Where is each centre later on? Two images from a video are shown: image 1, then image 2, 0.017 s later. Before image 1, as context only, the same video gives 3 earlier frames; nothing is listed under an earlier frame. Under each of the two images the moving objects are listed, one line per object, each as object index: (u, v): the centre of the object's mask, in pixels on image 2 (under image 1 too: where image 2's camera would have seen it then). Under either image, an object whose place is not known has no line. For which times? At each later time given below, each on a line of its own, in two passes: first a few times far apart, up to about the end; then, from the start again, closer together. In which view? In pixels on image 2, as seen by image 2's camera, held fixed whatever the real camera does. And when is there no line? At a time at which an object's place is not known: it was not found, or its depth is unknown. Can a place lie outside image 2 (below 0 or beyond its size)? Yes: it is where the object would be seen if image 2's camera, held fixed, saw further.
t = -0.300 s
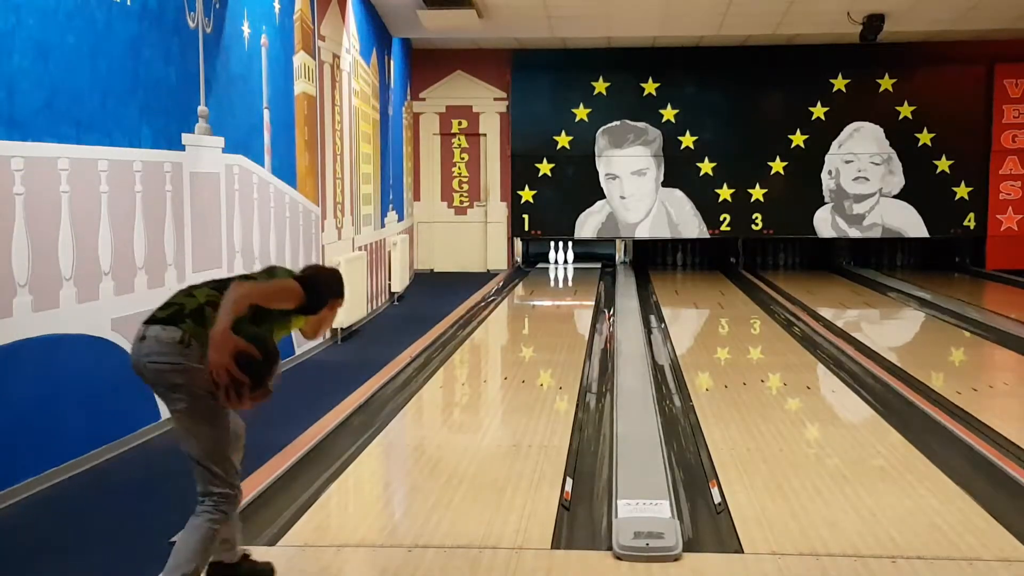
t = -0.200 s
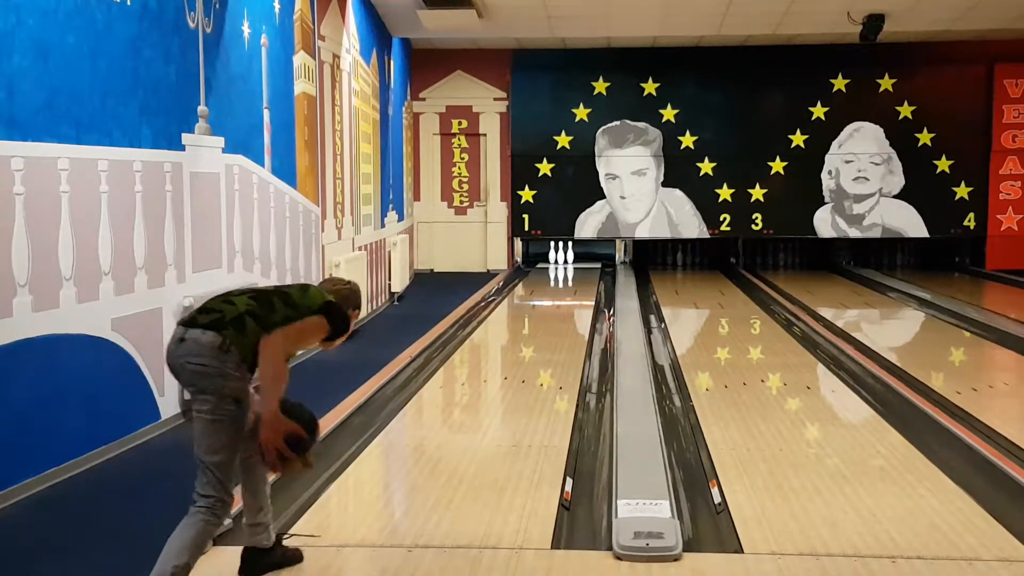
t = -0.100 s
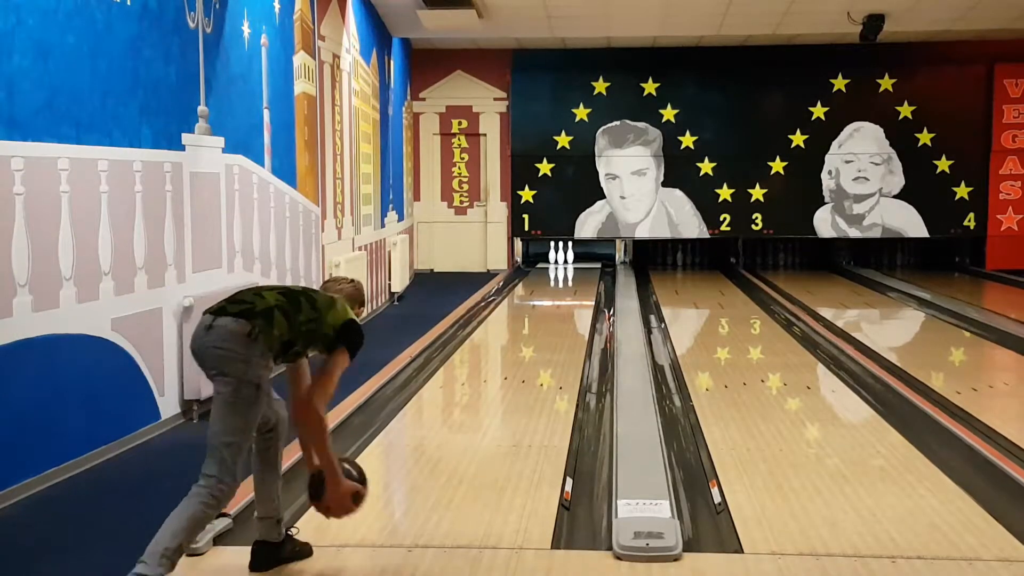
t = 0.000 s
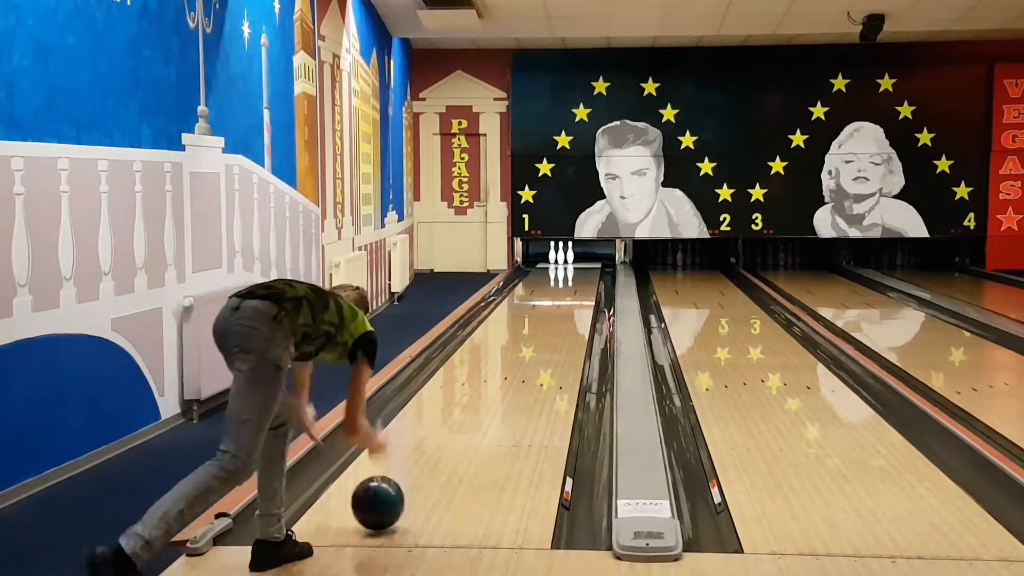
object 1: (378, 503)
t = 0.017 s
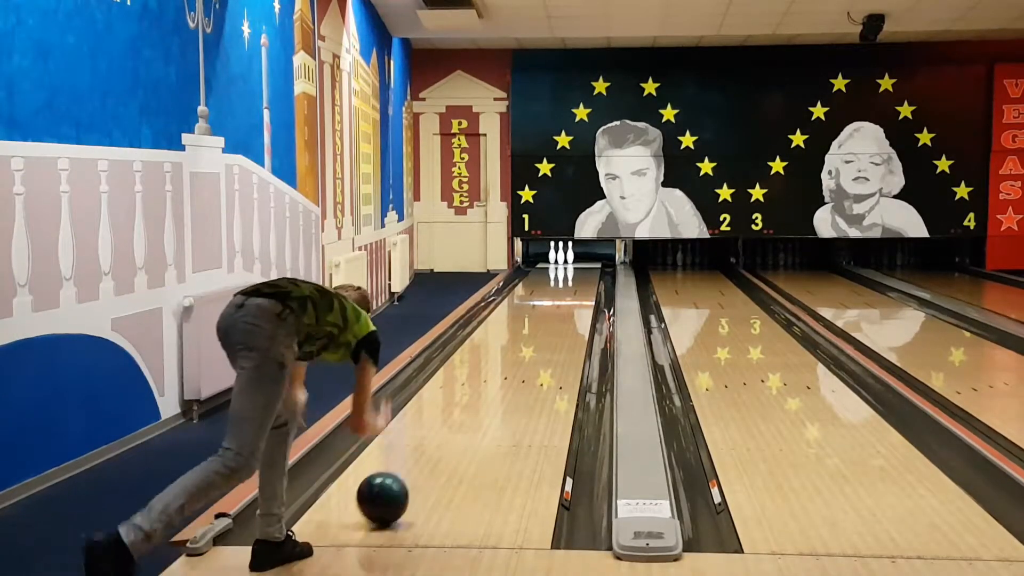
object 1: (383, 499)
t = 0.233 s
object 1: (434, 442)
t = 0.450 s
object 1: (470, 402)
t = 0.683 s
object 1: (497, 371)
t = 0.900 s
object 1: (515, 349)
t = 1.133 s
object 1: (530, 331)
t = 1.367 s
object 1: (541, 316)
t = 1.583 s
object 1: (550, 305)
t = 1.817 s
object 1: (556, 295)
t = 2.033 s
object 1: (562, 287)
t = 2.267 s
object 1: (566, 279)
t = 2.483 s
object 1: (566, 273)
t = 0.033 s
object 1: (387, 491)
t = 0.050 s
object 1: (392, 485)
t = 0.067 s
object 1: (396, 480)
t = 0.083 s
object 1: (401, 476)
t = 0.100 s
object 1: (405, 473)
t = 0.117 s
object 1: (409, 470)
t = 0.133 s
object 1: (413, 465)
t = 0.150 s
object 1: (417, 461)
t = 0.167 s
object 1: (420, 457)
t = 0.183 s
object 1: (424, 453)
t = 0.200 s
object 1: (428, 449)
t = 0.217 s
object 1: (431, 446)
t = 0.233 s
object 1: (434, 442)
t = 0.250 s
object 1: (437, 439)
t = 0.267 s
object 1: (440, 435)
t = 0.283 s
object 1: (443, 431)
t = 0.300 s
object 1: (447, 428)
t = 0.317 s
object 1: (449, 425)
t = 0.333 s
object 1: (452, 422)
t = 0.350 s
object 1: (455, 419)
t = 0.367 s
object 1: (457, 416)
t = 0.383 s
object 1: (460, 413)
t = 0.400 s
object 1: (462, 410)
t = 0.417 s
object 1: (465, 407)
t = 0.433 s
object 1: (467, 405)
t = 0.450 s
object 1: (470, 402)
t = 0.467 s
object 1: (472, 399)
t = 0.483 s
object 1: (474, 397)
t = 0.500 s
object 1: (476, 394)
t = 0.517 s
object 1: (478, 392)
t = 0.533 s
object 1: (480, 390)
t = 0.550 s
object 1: (482, 388)
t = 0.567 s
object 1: (484, 385)
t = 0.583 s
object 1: (488, 384)
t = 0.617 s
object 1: (490, 378)
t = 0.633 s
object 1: (492, 377)
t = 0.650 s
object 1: (493, 375)
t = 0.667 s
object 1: (495, 373)
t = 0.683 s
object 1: (497, 371)
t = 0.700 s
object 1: (498, 369)
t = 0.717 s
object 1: (500, 368)
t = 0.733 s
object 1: (501, 365)
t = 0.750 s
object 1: (503, 364)
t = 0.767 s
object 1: (504, 362)
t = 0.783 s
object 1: (506, 361)
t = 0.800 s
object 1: (507, 359)
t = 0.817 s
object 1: (508, 357)
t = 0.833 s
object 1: (509, 356)
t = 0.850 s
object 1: (511, 354)
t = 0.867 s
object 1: (512, 353)
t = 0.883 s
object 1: (514, 351)
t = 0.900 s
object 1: (515, 349)
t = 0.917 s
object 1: (516, 348)
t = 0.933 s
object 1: (517, 346)
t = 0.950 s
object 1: (518, 345)
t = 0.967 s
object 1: (520, 344)
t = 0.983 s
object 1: (521, 342)
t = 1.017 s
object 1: (523, 340)
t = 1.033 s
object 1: (524, 338)
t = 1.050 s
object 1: (525, 337)
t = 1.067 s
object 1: (526, 336)
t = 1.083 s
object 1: (527, 335)
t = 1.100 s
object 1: (528, 333)
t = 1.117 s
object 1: (529, 332)
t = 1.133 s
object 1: (530, 331)
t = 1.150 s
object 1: (531, 330)
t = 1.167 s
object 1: (532, 329)
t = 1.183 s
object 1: (533, 327)
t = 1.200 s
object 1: (533, 326)
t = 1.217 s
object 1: (534, 325)
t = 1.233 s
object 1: (535, 324)
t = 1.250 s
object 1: (536, 323)
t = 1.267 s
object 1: (537, 322)
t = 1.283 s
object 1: (537, 321)
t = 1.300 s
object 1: (538, 320)
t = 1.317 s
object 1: (539, 319)
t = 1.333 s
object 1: (540, 318)
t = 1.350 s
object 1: (541, 317)
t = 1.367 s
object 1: (541, 316)
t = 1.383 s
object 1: (542, 315)
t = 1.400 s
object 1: (543, 314)
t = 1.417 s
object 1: (544, 313)
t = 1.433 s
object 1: (544, 313)
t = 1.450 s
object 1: (545, 312)
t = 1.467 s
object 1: (545, 311)
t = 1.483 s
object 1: (546, 310)
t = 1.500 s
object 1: (547, 309)
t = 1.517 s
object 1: (547, 308)
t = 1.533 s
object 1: (548, 307)
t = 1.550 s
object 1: (548, 306)
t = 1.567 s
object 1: (549, 306)
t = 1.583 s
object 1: (550, 305)
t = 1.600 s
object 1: (550, 304)
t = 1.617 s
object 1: (551, 303)
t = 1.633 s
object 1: (551, 303)
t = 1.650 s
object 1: (552, 302)
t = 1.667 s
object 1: (552, 301)
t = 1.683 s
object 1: (553, 300)
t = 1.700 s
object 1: (554, 300)
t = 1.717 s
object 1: (554, 299)
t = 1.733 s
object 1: (554, 298)
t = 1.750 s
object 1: (555, 297)
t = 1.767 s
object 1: (555, 297)
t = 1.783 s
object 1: (556, 296)
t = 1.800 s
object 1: (556, 296)
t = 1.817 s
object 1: (556, 295)
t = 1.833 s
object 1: (557, 294)
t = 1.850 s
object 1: (557, 294)
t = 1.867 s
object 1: (558, 293)
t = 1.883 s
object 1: (558, 292)
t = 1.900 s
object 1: (559, 292)
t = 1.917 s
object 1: (559, 291)
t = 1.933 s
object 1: (560, 290)
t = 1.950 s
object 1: (560, 290)
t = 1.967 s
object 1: (560, 289)
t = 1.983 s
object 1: (560, 288)
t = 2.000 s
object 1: (561, 288)
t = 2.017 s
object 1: (561, 287)
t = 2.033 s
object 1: (562, 287)
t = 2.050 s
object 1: (562, 286)
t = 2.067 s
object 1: (562, 286)
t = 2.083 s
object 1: (562, 285)
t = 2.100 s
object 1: (563, 284)
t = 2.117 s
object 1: (563, 284)
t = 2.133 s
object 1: (563, 283)
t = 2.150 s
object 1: (564, 283)
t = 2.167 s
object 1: (564, 282)
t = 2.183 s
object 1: (564, 282)
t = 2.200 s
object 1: (564, 281)
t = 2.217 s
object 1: (565, 281)
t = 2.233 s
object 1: (565, 280)
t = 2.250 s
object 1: (565, 280)
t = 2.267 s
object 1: (566, 279)
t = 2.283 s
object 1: (566, 278)
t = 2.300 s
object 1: (566, 278)
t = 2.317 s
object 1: (566, 278)
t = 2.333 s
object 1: (566, 277)
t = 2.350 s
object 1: (566, 276)
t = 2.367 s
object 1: (566, 276)
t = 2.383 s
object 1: (566, 276)
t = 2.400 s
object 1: (566, 275)
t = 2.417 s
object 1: (567, 275)
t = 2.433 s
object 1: (567, 275)
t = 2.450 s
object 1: (567, 274)
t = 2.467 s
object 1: (567, 274)
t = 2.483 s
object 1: (566, 273)
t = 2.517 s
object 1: (566, 273)
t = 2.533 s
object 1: (566, 272)
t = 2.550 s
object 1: (566, 272)
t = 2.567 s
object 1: (566, 271)
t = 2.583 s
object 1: (566, 271)
